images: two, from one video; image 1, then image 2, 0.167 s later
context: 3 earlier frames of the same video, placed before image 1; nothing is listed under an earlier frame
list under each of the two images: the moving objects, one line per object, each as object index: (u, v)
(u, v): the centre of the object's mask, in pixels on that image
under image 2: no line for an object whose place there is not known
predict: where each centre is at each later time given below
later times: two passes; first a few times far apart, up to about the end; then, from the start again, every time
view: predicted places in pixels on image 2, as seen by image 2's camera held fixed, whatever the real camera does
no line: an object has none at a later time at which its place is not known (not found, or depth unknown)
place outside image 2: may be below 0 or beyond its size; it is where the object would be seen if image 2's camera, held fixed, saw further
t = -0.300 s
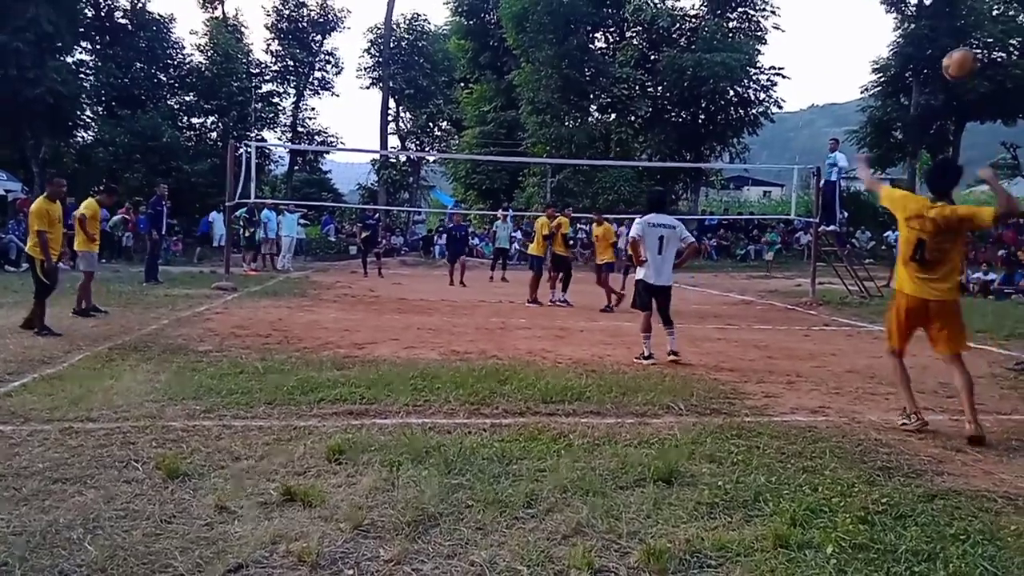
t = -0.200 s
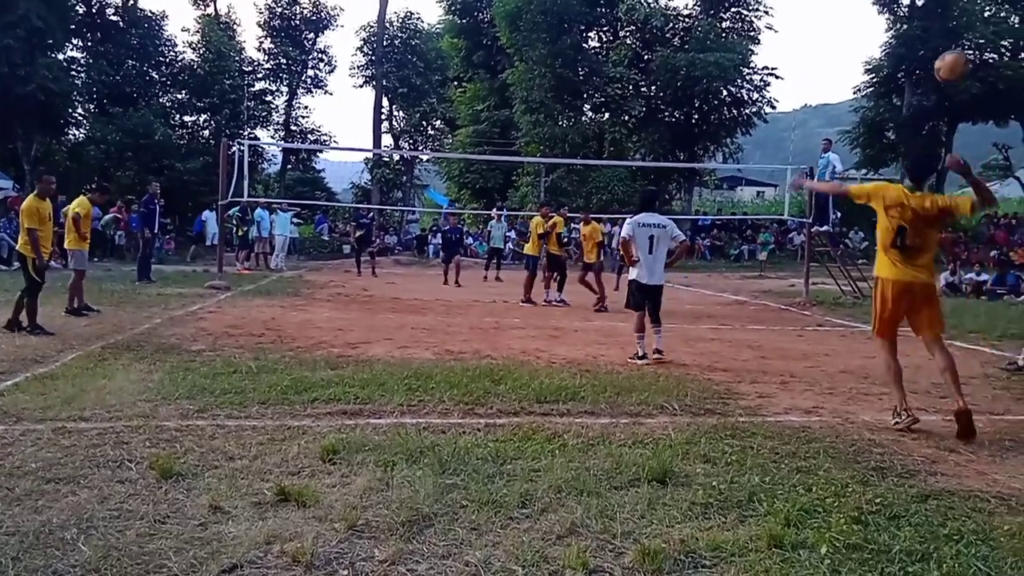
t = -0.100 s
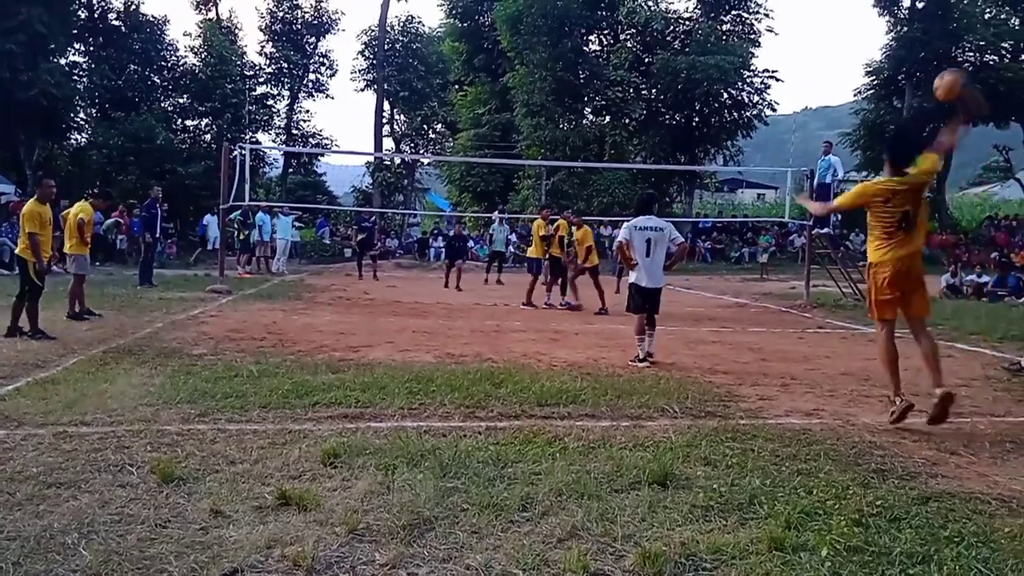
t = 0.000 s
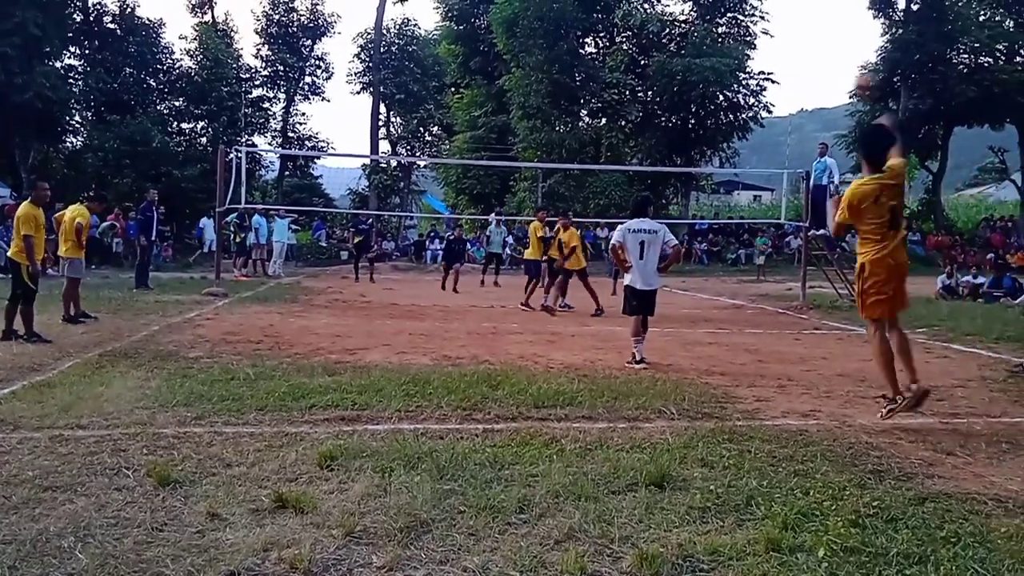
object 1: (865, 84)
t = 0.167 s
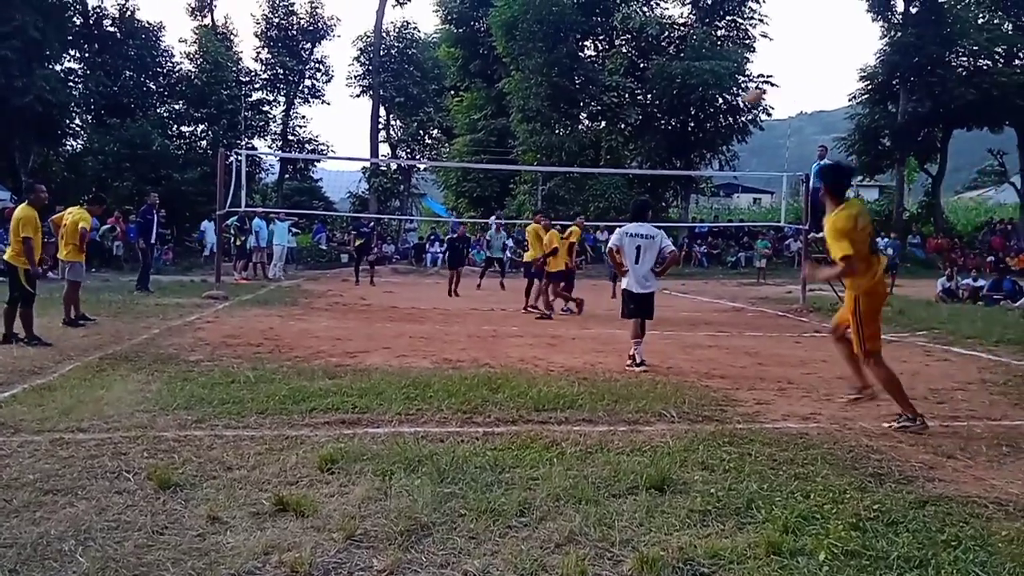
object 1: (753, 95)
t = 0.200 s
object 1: (737, 102)
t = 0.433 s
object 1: (664, 148)
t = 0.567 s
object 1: (639, 181)
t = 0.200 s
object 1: (737, 102)
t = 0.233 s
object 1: (724, 107)
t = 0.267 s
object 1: (711, 114)
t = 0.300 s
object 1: (700, 120)
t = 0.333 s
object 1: (690, 127)
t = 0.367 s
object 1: (681, 134)
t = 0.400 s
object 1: (672, 141)
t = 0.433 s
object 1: (664, 148)
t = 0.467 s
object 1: (658, 155)
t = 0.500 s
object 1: (651, 163)
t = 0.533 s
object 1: (644, 172)
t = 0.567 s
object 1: (639, 181)
